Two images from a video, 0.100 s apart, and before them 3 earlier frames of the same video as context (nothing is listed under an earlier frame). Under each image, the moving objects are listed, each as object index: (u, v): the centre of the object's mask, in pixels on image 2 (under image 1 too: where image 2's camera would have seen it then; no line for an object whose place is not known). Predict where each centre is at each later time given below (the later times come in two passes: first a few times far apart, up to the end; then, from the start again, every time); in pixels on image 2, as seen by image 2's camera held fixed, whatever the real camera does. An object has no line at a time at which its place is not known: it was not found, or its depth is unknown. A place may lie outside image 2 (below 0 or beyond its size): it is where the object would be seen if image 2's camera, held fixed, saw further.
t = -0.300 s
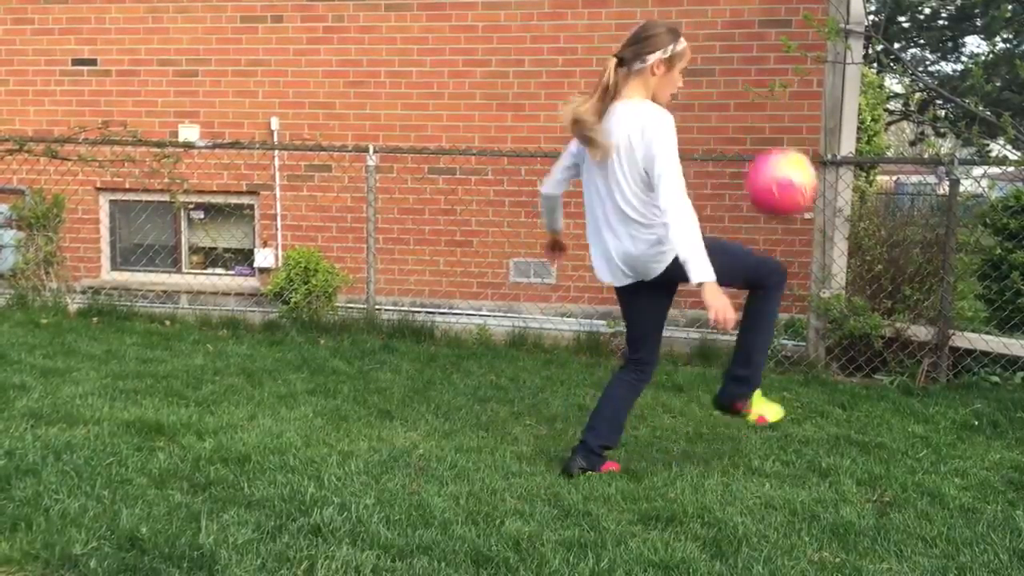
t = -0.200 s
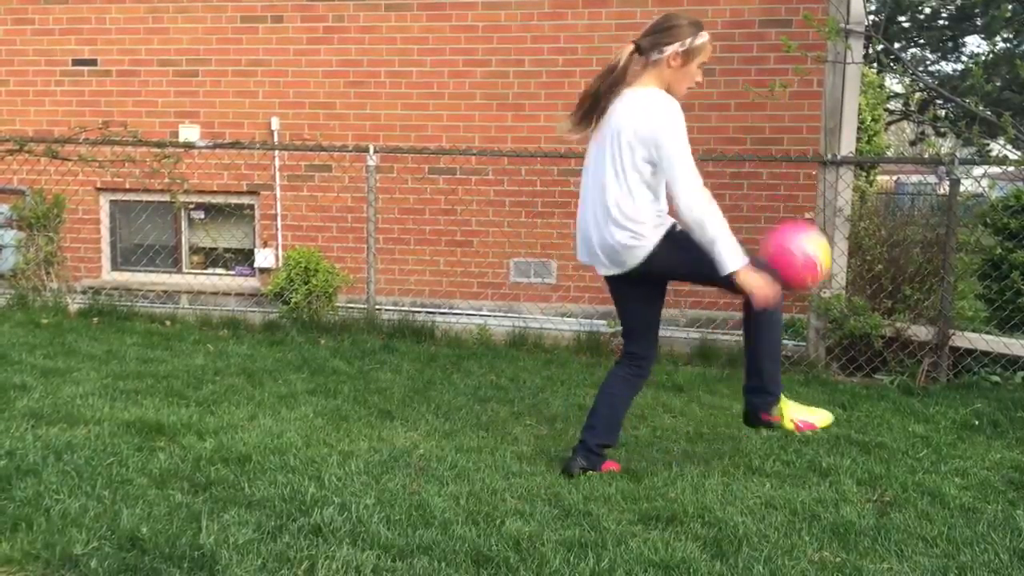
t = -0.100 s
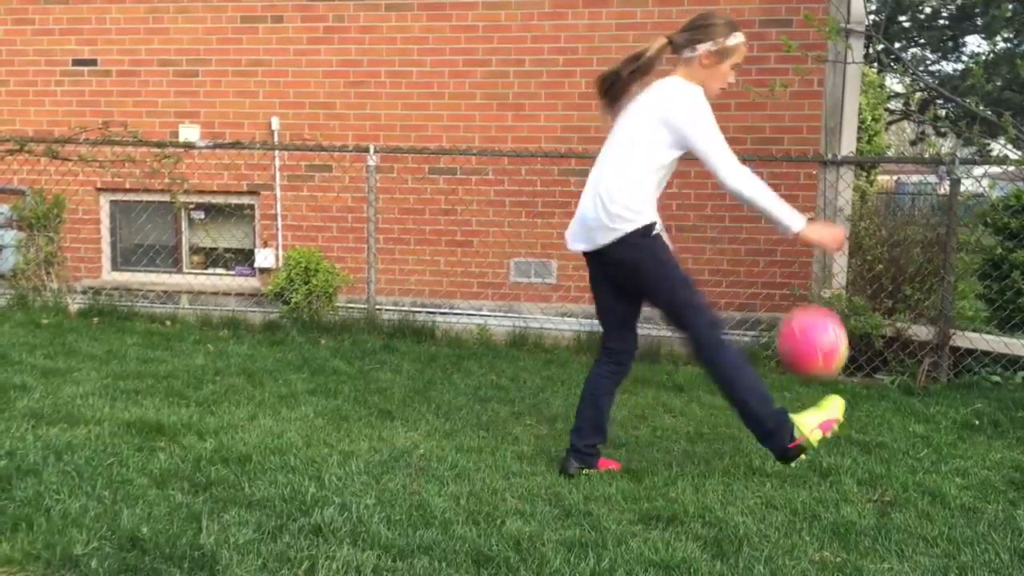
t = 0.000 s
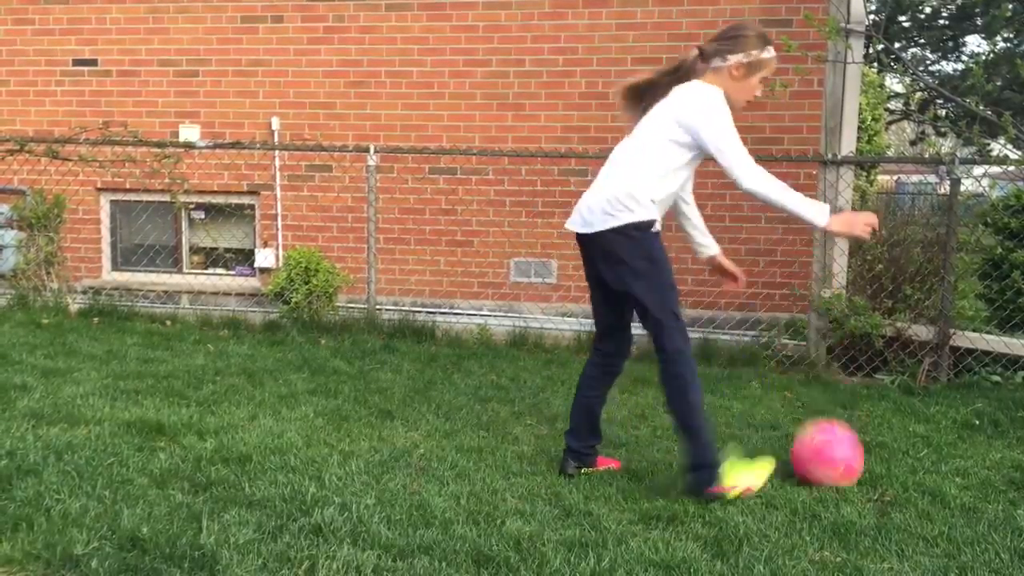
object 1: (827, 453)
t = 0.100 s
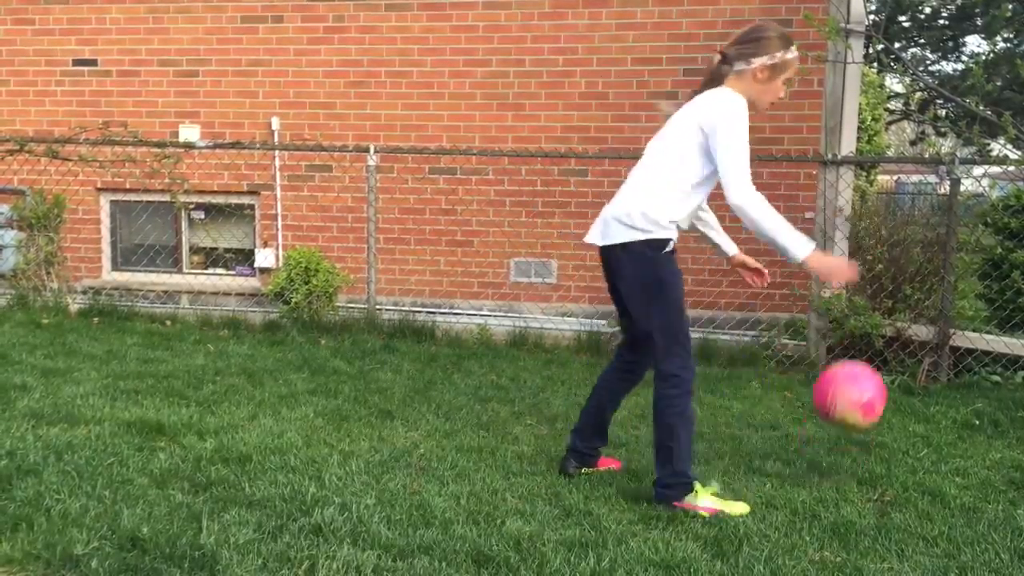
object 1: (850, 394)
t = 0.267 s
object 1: (882, 355)
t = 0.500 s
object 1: (915, 440)
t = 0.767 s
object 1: (970, 435)
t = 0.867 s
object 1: (991, 439)
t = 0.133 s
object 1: (857, 379)
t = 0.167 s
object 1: (864, 368)
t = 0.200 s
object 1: (870, 360)
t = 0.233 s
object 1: (876, 356)
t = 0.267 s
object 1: (882, 355)
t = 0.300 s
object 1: (888, 358)
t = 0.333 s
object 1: (893, 363)
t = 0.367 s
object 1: (898, 372)
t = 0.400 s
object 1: (903, 385)
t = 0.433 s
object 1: (907, 400)
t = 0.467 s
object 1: (911, 418)
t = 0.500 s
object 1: (915, 440)
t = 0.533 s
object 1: (921, 446)
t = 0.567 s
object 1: (929, 436)
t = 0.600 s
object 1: (937, 427)
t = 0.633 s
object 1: (943, 423)
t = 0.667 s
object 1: (951, 422)
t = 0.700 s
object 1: (957, 423)
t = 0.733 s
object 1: (964, 427)
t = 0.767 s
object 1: (970, 435)
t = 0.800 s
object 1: (976, 444)
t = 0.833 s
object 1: (984, 441)
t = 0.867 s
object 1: (991, 439)
